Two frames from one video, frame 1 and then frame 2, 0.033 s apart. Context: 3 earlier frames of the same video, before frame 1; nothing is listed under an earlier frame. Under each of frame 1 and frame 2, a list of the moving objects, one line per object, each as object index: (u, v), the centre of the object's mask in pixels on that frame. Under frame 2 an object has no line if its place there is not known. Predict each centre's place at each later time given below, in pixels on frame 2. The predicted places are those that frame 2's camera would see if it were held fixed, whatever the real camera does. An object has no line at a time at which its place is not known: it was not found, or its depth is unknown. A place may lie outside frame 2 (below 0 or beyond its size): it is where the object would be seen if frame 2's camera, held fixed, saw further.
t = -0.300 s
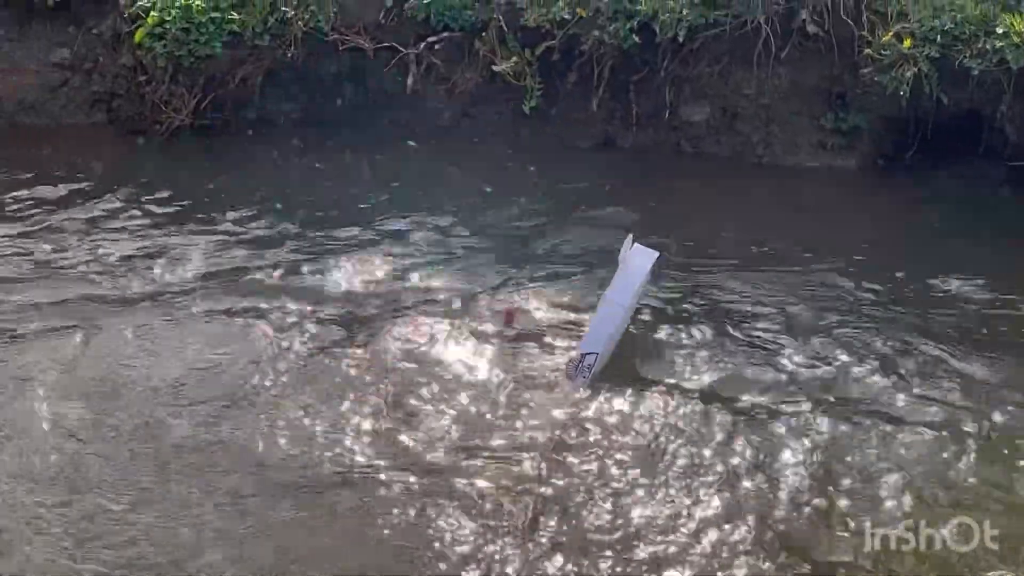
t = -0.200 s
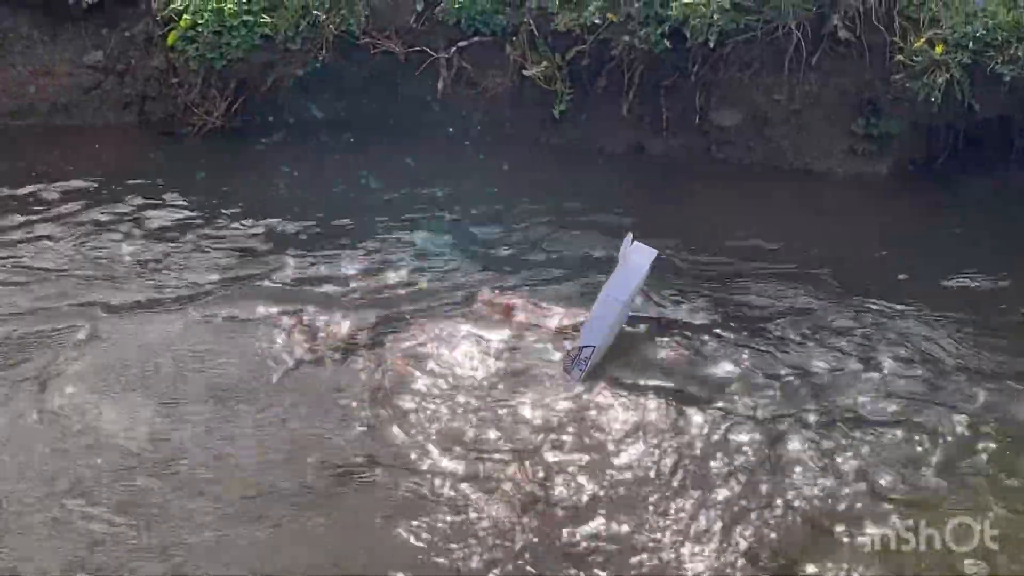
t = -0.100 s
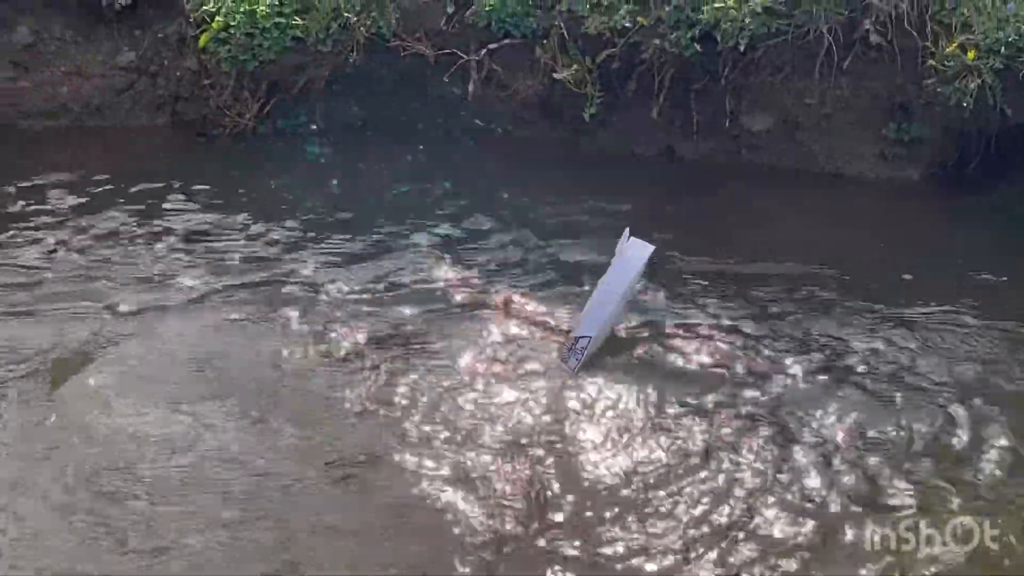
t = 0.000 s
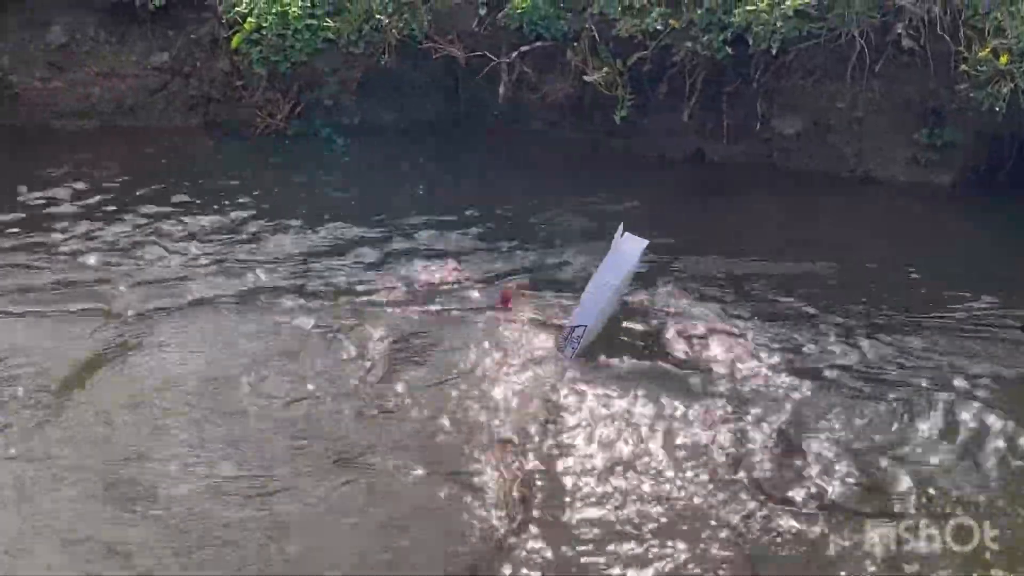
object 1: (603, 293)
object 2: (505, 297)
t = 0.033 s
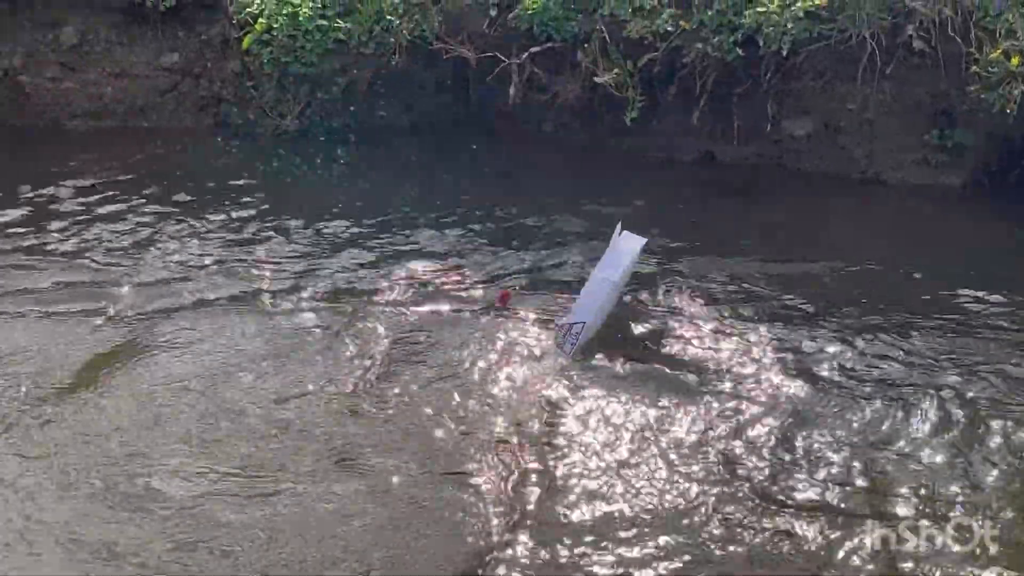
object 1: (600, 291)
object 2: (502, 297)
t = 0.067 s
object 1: (588, 289)
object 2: (491, 297)
